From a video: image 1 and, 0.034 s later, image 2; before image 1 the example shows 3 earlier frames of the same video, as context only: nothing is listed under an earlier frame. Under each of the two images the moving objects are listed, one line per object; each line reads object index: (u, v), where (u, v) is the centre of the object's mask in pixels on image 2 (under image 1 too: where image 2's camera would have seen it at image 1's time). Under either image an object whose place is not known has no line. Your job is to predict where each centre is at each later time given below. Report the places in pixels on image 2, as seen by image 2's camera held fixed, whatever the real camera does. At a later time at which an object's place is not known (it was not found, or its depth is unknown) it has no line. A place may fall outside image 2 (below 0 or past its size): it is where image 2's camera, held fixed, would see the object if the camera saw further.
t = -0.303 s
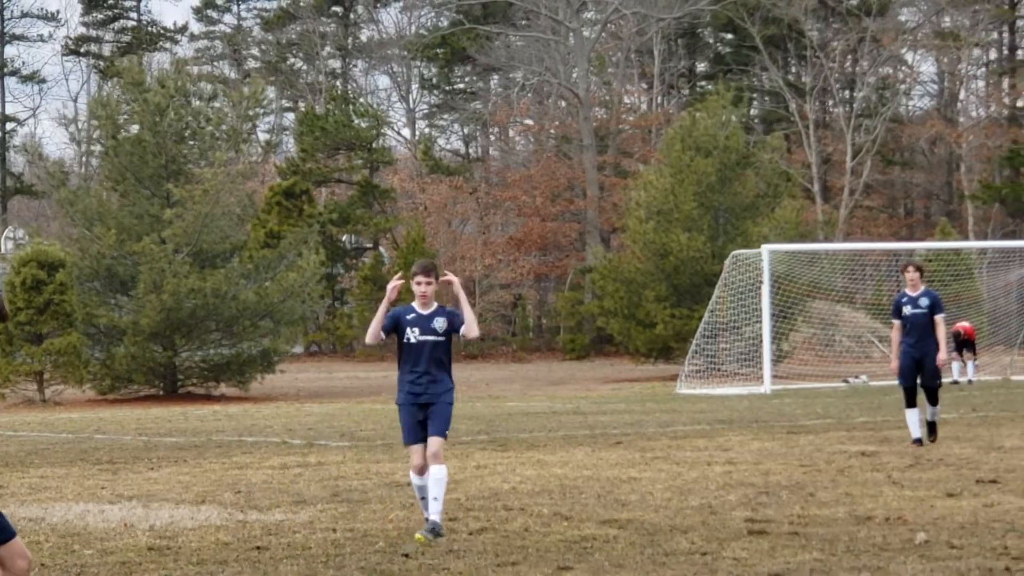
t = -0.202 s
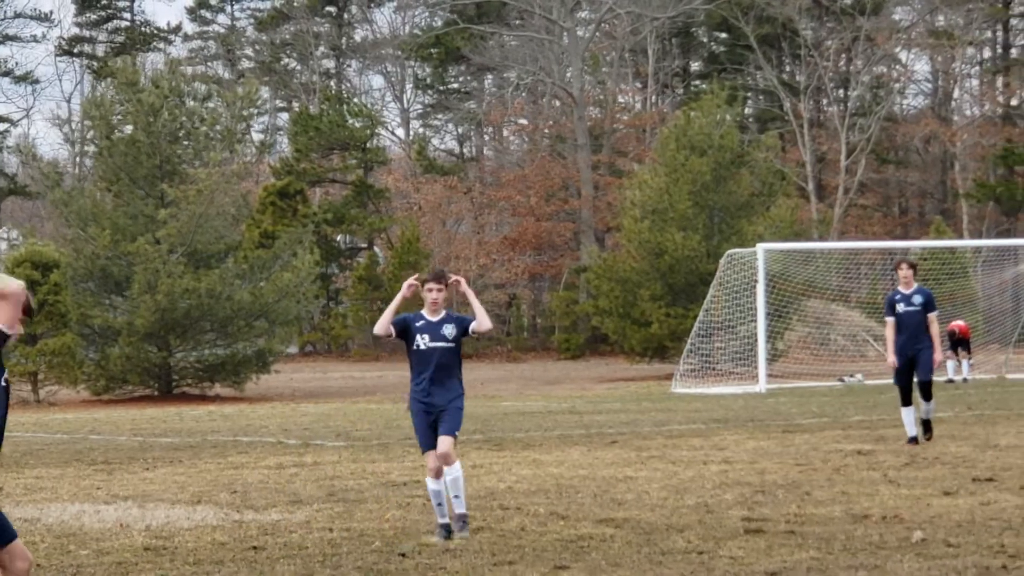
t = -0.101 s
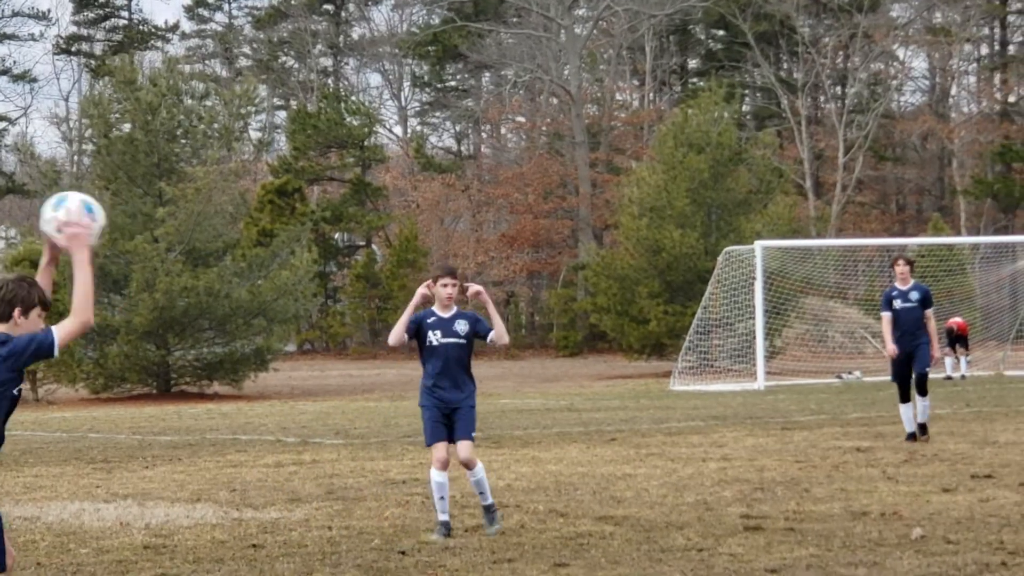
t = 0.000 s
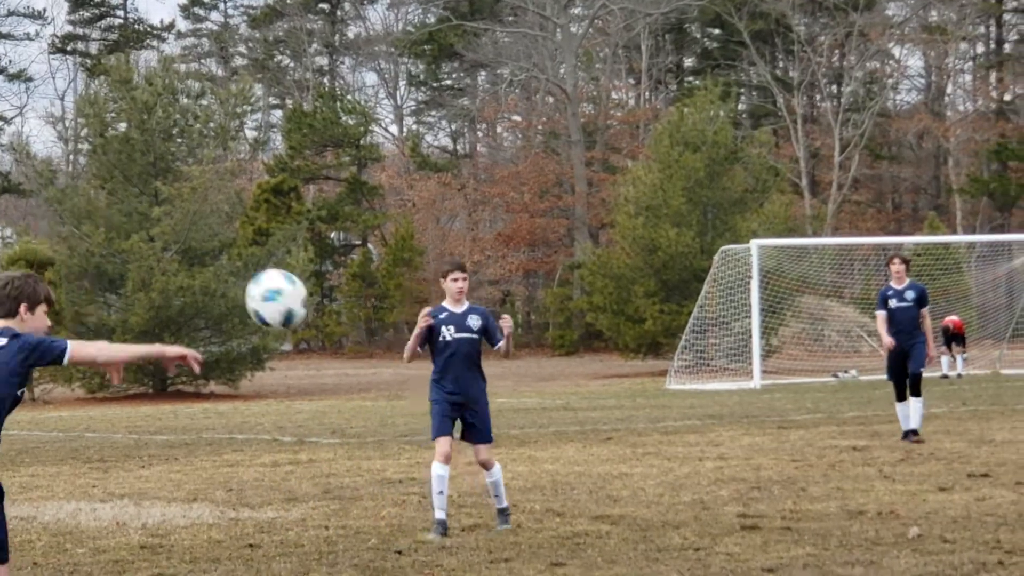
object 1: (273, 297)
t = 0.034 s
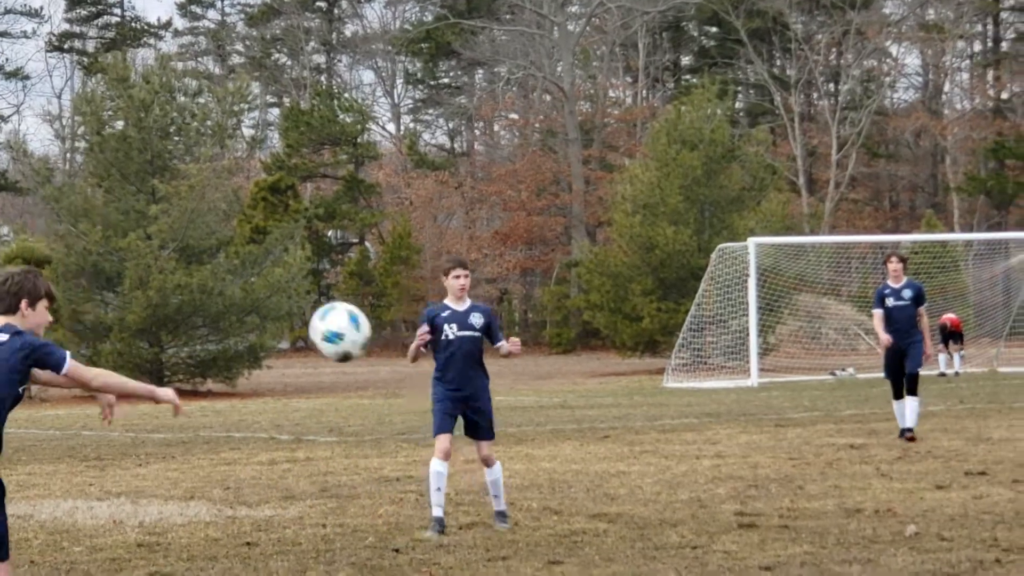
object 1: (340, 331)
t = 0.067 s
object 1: (404, 368)
